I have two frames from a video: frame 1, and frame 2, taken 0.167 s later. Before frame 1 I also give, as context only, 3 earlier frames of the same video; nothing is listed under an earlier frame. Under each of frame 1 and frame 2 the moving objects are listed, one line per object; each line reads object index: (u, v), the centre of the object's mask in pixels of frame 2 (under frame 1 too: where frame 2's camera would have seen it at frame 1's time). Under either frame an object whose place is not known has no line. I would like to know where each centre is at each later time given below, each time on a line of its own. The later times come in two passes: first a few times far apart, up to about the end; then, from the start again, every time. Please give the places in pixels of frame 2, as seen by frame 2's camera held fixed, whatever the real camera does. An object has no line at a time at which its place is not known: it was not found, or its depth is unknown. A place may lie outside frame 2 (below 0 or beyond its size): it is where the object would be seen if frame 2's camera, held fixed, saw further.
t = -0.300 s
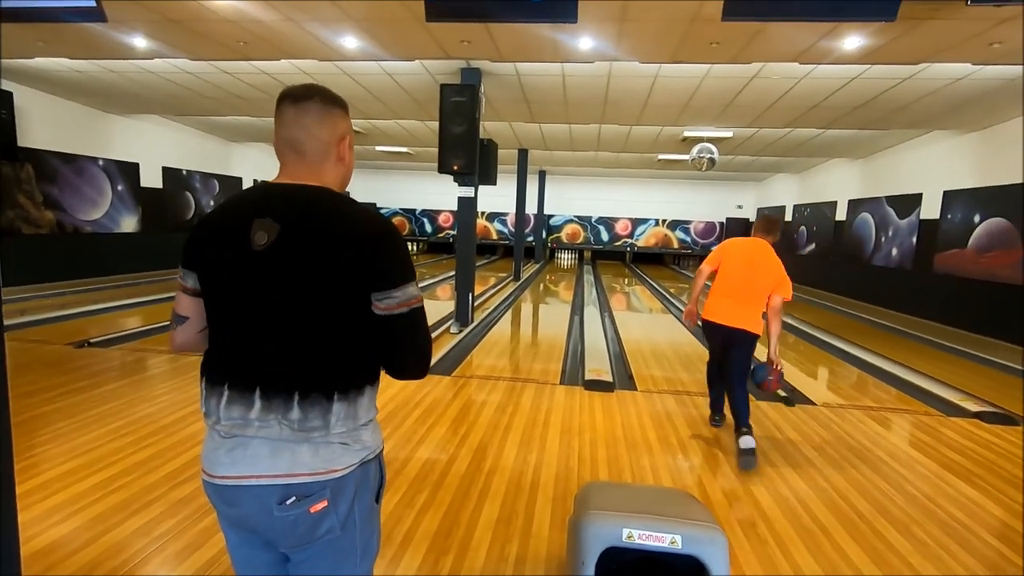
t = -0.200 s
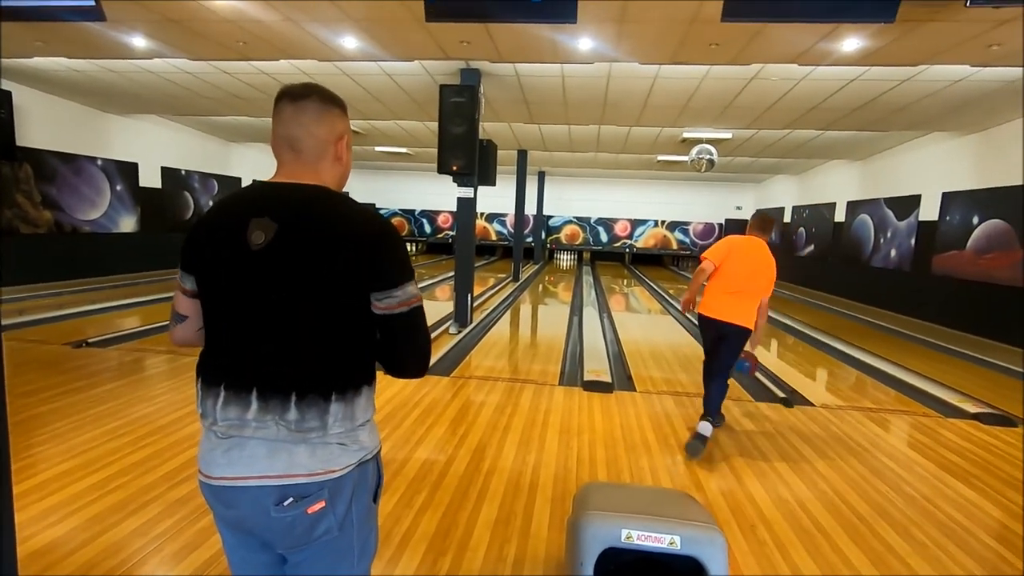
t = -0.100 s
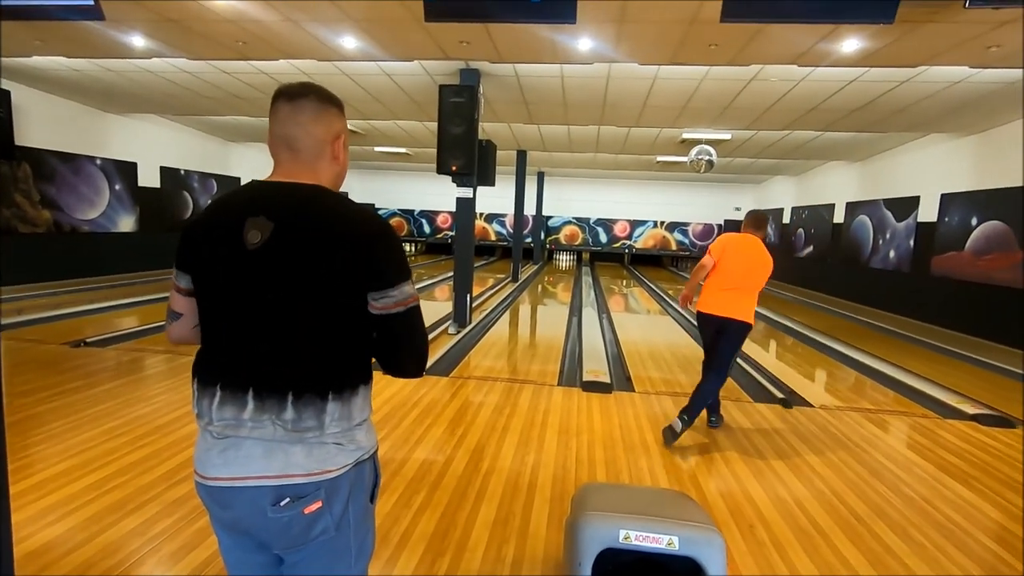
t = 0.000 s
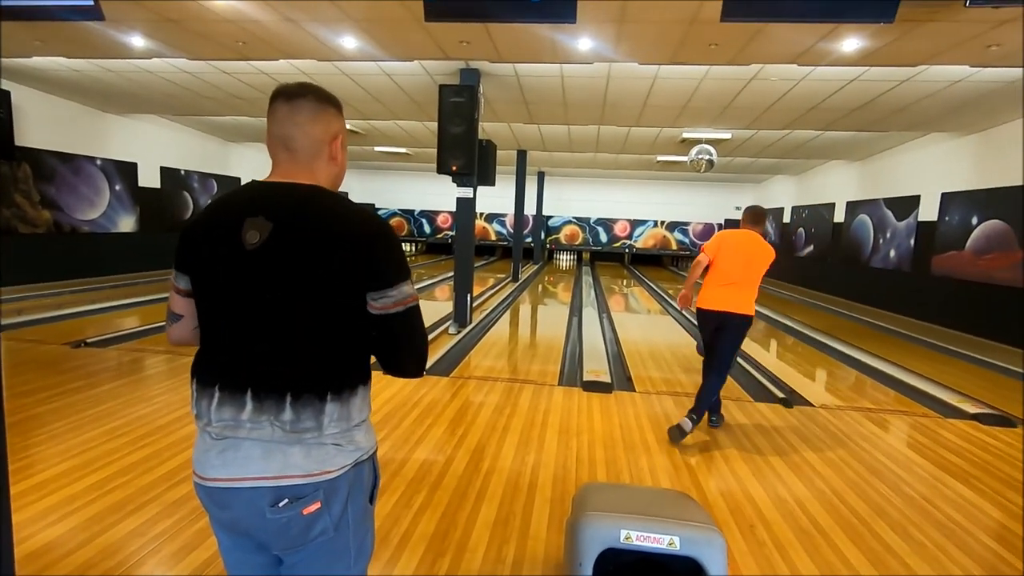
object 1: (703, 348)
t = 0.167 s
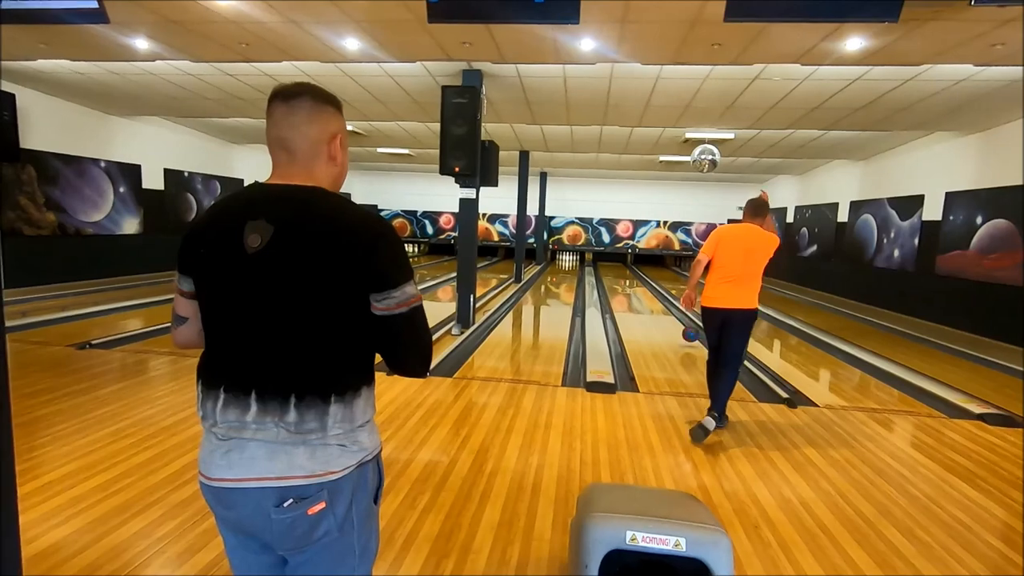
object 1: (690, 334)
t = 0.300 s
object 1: (679, 324)
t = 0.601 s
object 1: (661, 305)
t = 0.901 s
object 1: (649, 292)
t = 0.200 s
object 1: (687, 330)
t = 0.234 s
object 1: (684, 327)
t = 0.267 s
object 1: (681, 325)
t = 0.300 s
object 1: (679, 324)
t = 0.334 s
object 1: (676, 321)
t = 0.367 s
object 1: (674, 319)
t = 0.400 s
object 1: (672, 317)
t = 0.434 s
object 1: (670, 315)
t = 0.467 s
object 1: (668, 313)
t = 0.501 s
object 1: (666, 310)
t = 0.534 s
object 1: (664, 308)
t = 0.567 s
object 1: (662, 306)
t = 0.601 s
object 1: (661, 305)
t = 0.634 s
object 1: (660, 303)
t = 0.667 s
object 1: (658, 302)
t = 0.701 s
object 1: (657, 300)
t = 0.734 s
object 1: (655, 298)
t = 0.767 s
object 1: (654, 297)
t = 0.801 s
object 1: (653, 296)
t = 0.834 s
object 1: (652, 294)
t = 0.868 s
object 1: (651, 293)
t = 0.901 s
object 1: (649, 292)
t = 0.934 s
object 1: (648, 290)
